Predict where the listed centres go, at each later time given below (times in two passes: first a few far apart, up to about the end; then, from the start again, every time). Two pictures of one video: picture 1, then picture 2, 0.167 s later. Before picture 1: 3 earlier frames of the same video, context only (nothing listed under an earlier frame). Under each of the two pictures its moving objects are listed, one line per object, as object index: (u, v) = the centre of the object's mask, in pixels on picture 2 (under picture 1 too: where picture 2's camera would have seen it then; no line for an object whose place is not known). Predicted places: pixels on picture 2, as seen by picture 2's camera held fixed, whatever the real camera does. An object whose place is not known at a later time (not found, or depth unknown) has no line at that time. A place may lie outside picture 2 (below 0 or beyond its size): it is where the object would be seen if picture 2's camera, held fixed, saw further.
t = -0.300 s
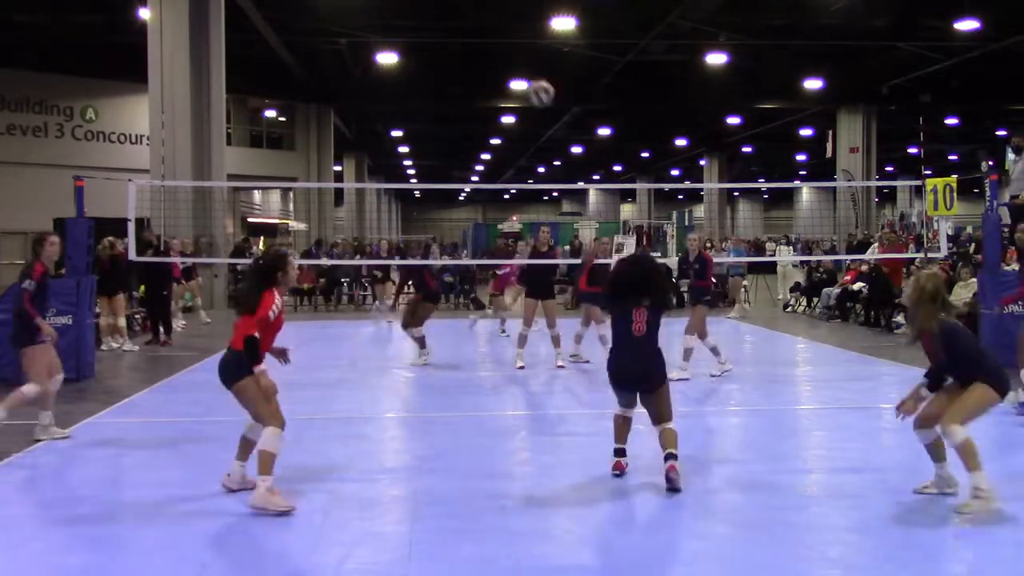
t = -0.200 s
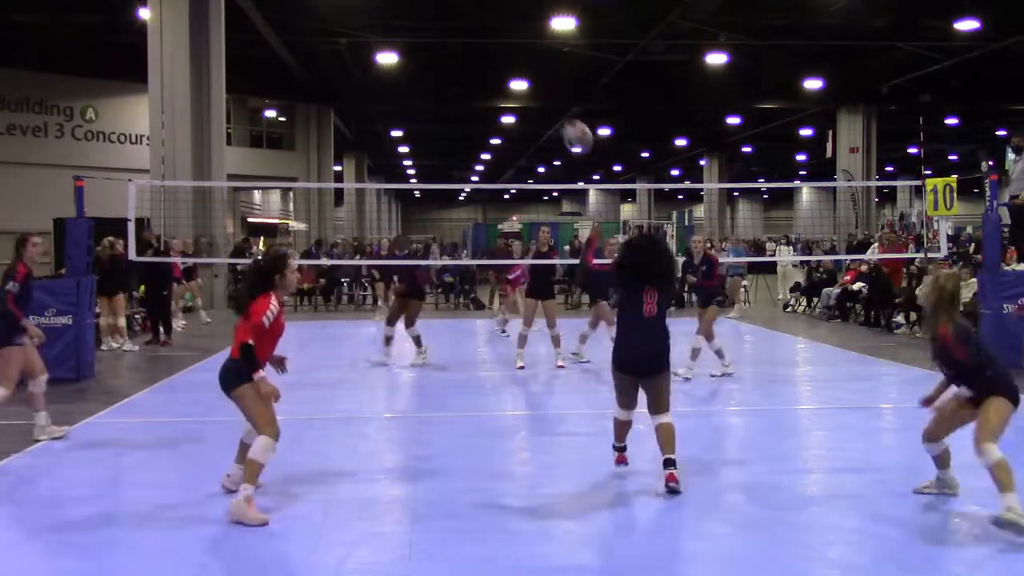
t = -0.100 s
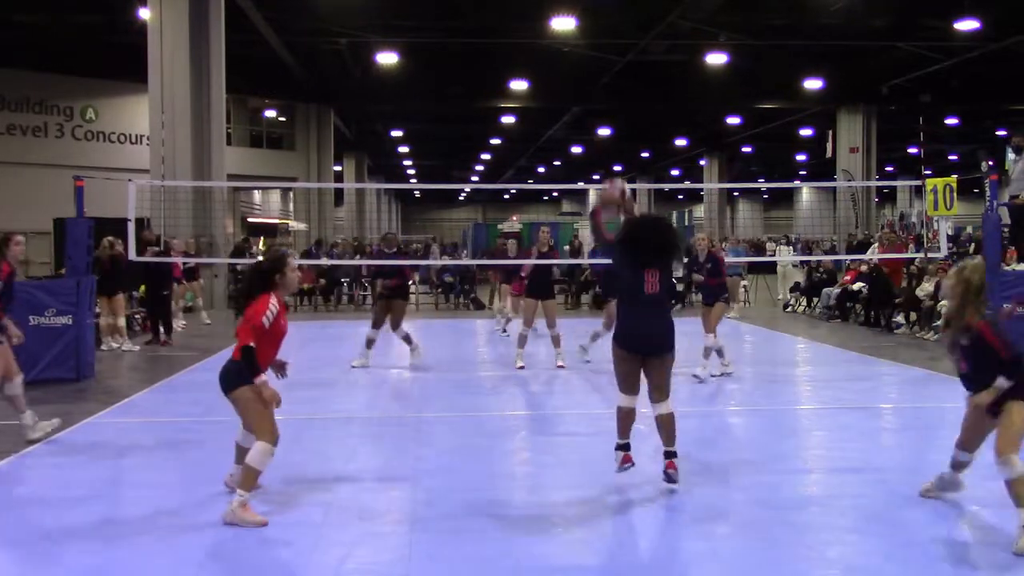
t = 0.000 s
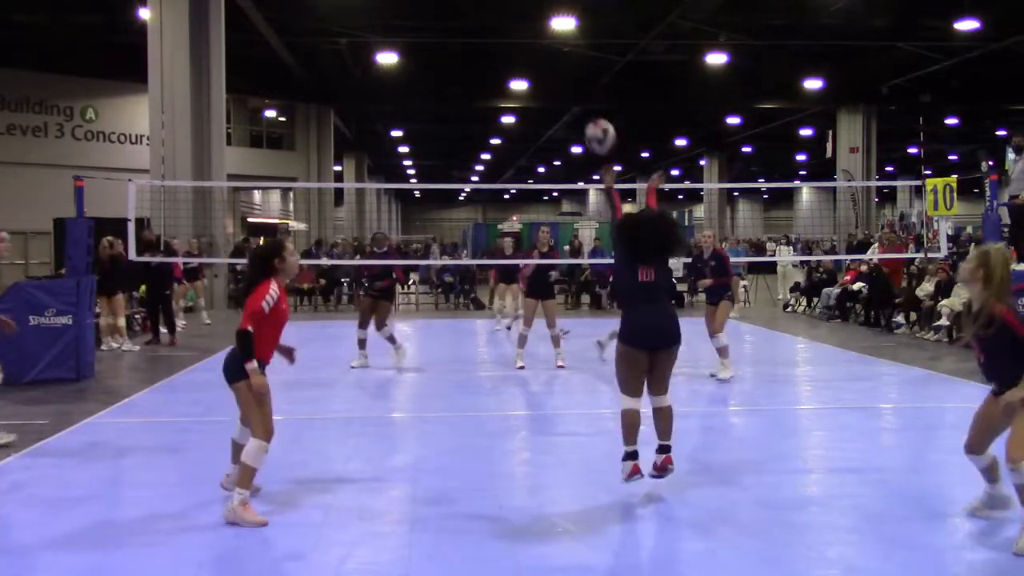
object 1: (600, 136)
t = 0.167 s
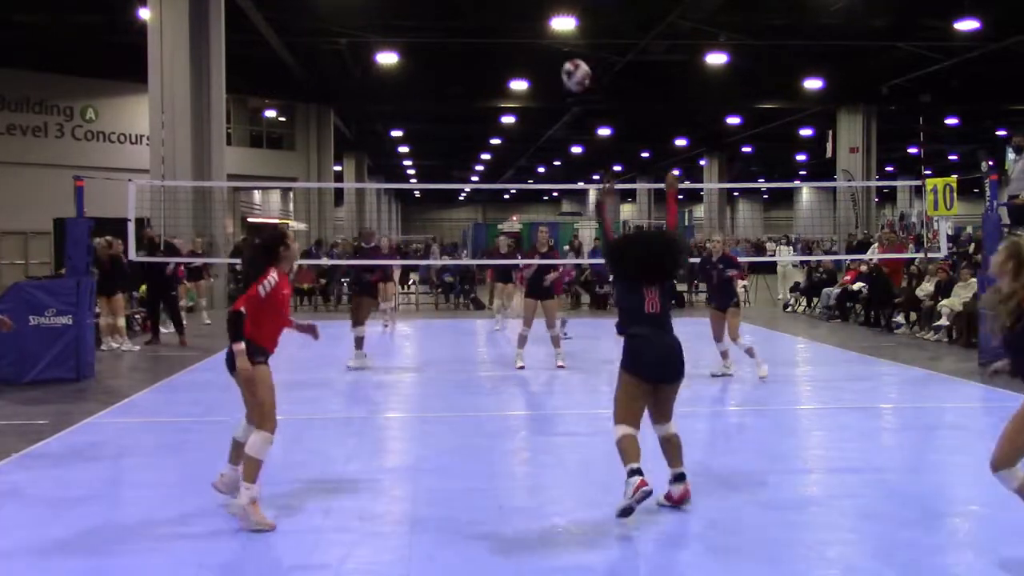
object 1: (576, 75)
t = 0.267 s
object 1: (563, 60)
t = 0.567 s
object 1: (528, 90)
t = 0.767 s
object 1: (508, 166)
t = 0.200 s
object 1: (571, 68)
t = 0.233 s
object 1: (567, 63)
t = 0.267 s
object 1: (563, 60)
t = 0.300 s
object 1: (558, 58)
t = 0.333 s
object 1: (554, 57)
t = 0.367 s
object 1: (550, 58)
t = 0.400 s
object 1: (546, 60)
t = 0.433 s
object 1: (542, 63)
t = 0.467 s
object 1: (538, 68)
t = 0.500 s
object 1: (536, 73)
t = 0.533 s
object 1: (532, 81)
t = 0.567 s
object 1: (528, 90)
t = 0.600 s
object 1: (524, 101)
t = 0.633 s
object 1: (522, 110)
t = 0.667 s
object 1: (517, 123)
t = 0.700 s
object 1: (514, 136)
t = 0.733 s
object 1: (511, 151)
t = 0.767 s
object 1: (508, 166)
